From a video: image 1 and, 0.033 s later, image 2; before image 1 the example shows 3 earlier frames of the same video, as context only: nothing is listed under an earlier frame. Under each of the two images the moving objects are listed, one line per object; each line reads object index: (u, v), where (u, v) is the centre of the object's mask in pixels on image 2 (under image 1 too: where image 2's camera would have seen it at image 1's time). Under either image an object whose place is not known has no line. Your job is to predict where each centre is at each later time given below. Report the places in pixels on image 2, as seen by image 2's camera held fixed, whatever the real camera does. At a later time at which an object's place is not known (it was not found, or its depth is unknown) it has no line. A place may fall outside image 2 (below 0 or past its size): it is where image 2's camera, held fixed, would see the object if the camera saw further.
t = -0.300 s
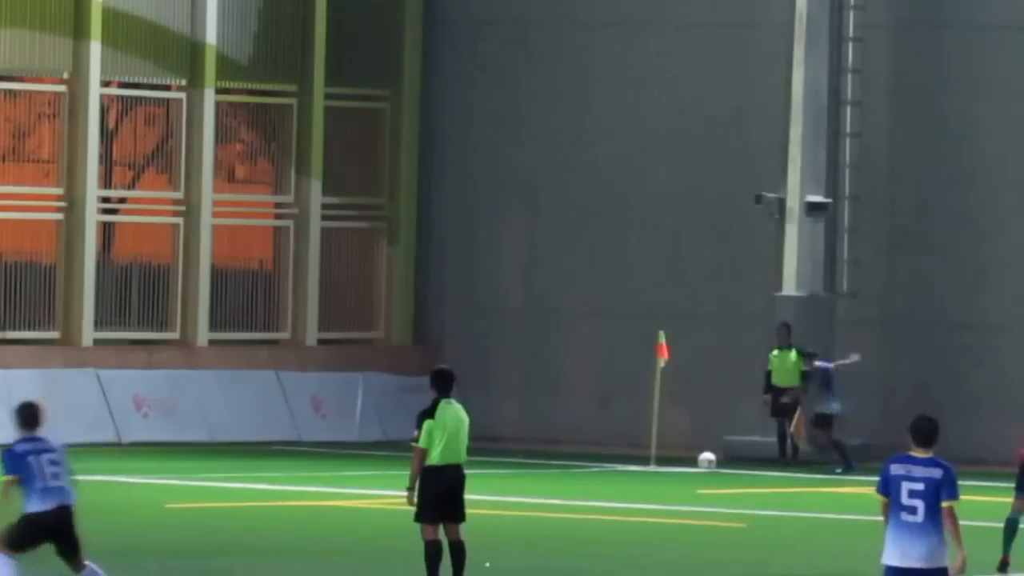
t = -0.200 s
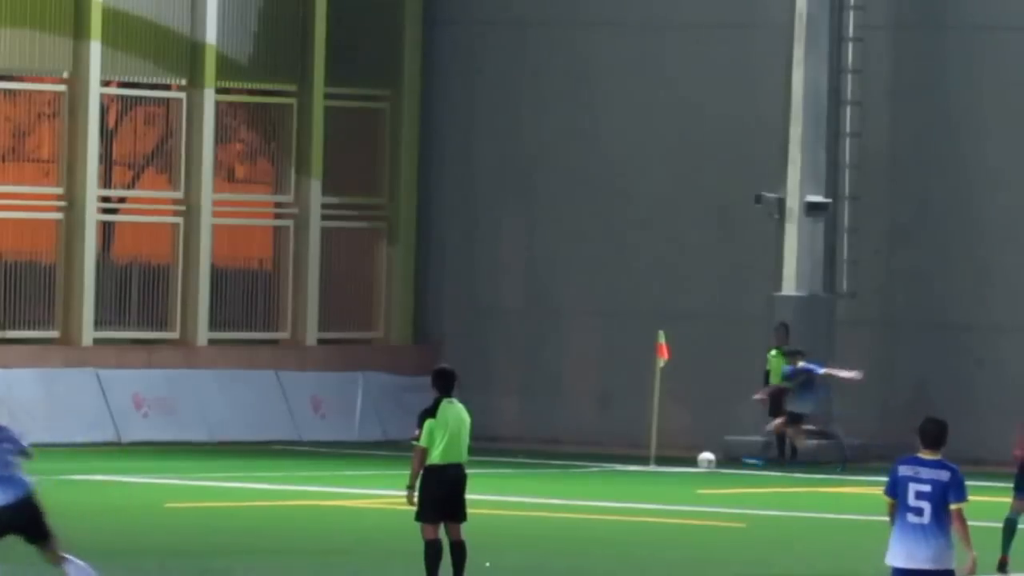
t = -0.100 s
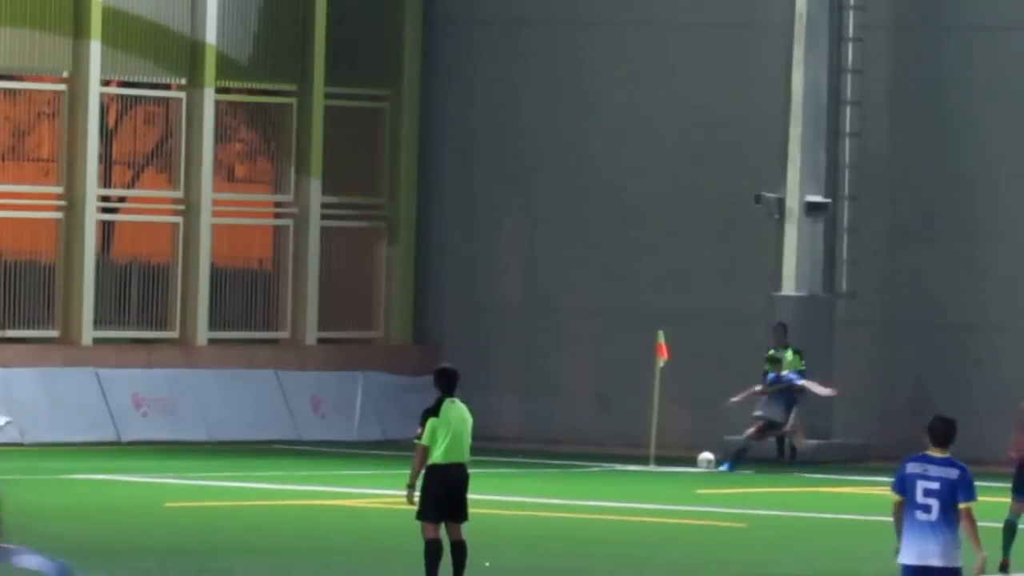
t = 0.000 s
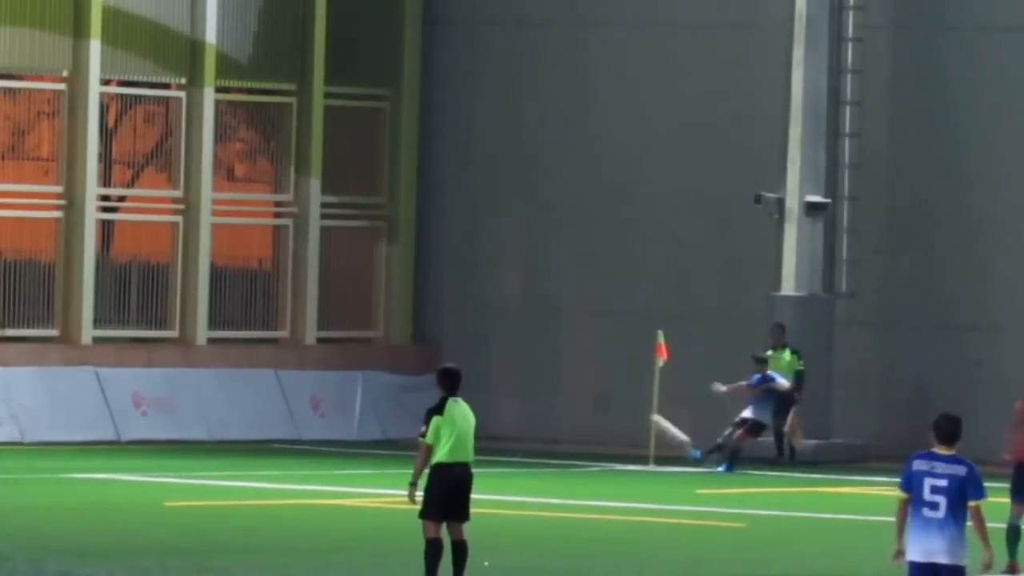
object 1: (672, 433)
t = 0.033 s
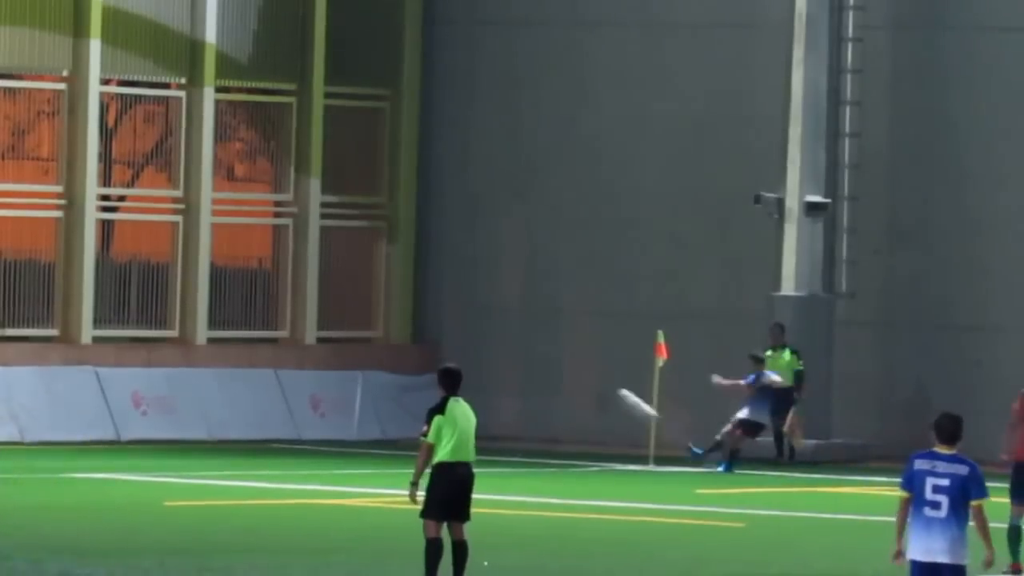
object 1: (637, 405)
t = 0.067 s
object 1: (605, 379)
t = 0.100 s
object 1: (575, 358)
